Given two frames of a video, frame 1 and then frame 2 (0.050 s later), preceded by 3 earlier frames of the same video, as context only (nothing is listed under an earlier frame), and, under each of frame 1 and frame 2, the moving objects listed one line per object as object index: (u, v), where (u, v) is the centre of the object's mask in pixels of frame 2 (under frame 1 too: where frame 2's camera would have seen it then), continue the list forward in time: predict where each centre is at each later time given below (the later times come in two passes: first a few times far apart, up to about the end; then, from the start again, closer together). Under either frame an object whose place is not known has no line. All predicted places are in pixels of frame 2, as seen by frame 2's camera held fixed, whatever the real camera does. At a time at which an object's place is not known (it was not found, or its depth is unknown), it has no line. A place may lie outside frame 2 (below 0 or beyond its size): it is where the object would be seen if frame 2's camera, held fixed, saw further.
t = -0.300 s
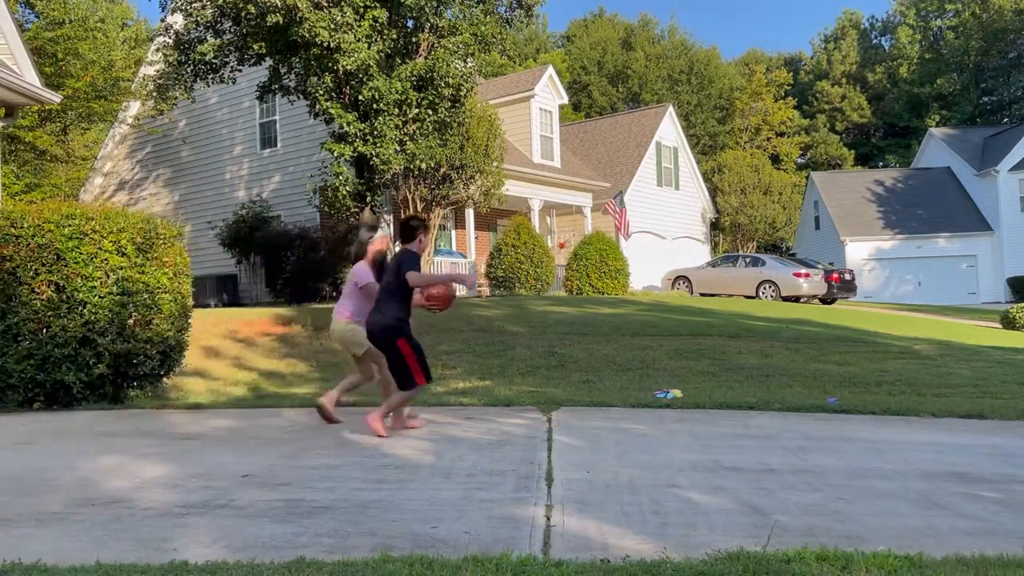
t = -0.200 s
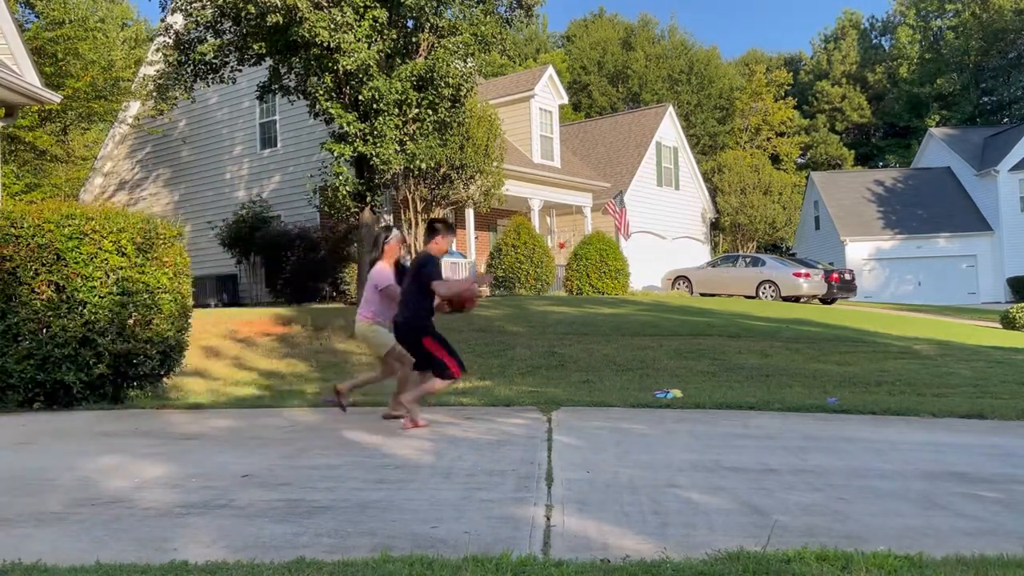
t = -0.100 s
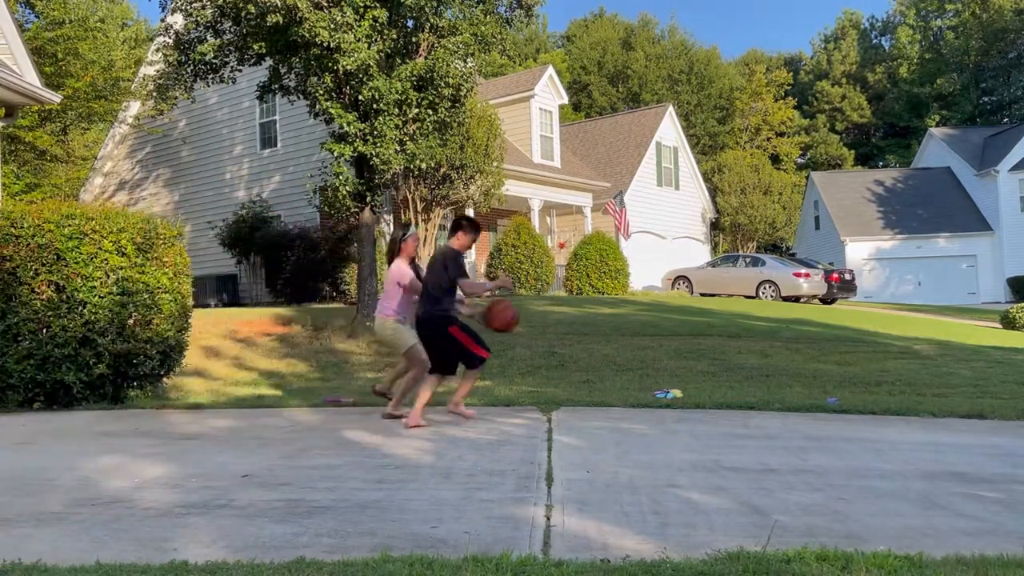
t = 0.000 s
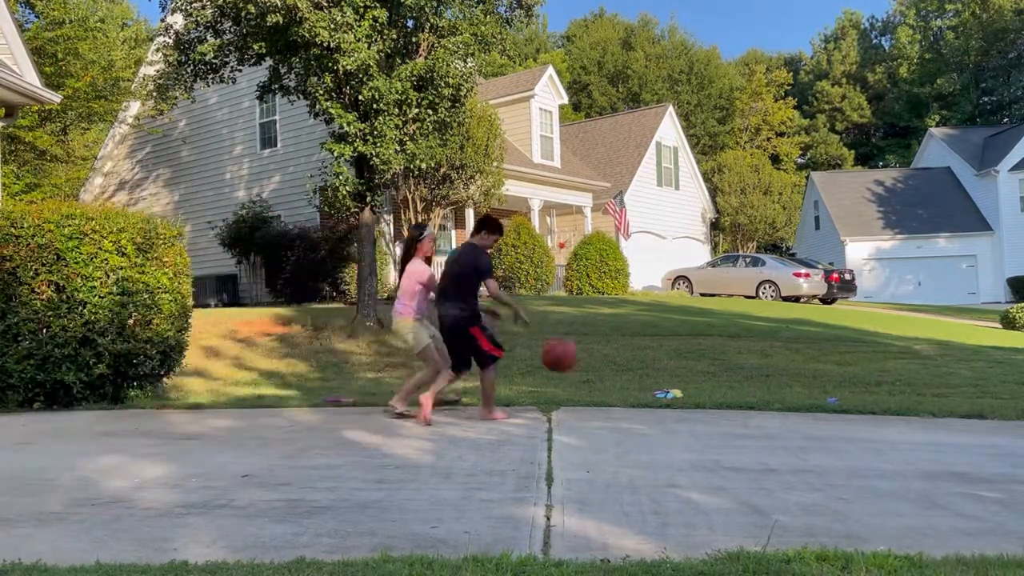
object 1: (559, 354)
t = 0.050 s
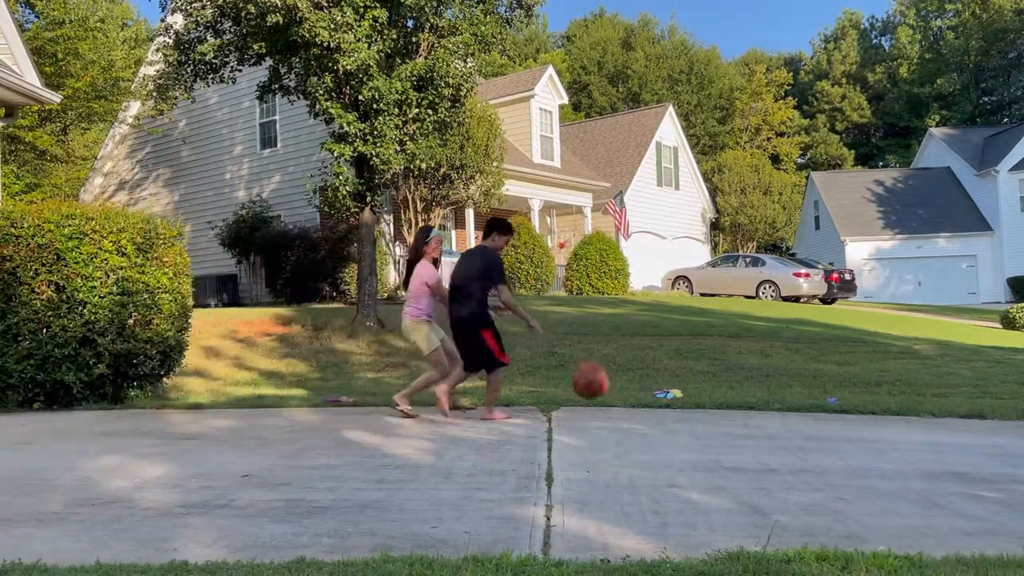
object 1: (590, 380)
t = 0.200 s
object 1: (654, 370)
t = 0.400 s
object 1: (727, 309)
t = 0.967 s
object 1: (1005, 396)
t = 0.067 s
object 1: (600, 390)
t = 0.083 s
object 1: (611, 401)
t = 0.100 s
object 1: (621, 412)
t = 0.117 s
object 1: (627, 411)
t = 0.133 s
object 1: (633, 402)
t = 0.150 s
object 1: (638, 394)
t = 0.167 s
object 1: (644, 386)
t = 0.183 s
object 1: (648, 378)
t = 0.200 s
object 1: (654, 370)
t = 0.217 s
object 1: (660, 362)
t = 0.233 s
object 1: (665, 356)
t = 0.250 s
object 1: (671, 351)
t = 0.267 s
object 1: (678, 343)
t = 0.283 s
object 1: (683, 338)
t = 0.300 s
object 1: (689, 332)
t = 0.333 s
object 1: (701, 323)
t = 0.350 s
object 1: (708, 319)
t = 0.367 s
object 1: (714, 315)
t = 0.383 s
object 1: (721, 312)
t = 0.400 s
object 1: (727, 309)
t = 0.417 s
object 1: (734, 307)
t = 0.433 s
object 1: (740, 305)
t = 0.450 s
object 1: (747, 304)
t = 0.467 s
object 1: (753, 303)
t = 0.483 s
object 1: (760, 302)
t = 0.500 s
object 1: (767, 302)
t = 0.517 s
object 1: (775, 303)
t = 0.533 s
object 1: (782, 304)
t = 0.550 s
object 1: (789, 306)
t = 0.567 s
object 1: (797, 308)
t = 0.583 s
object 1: (804, 310)
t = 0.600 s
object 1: (812, 313)
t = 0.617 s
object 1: (820, 316)
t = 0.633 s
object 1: (828, 320)
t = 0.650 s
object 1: (836, 325)
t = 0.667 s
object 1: (844, 330)
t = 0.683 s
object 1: (852, 337)
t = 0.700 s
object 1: (861, 343)
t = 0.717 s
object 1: (869, 351)
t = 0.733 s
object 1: (878, 359)
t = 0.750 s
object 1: (886, 367)
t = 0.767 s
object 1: (895, 376)
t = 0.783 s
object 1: (903, 385)
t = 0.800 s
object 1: (913, 395)
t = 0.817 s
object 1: (922, 406)
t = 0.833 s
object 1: (932, 418)
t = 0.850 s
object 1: (942, 431)
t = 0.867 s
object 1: (952, 443)
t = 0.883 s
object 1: (961, 441)
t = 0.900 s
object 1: (971, 432)
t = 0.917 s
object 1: (981, 421)
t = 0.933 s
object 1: (991, 413)
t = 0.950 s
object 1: (999, 404)
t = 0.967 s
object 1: (1005, 396)
